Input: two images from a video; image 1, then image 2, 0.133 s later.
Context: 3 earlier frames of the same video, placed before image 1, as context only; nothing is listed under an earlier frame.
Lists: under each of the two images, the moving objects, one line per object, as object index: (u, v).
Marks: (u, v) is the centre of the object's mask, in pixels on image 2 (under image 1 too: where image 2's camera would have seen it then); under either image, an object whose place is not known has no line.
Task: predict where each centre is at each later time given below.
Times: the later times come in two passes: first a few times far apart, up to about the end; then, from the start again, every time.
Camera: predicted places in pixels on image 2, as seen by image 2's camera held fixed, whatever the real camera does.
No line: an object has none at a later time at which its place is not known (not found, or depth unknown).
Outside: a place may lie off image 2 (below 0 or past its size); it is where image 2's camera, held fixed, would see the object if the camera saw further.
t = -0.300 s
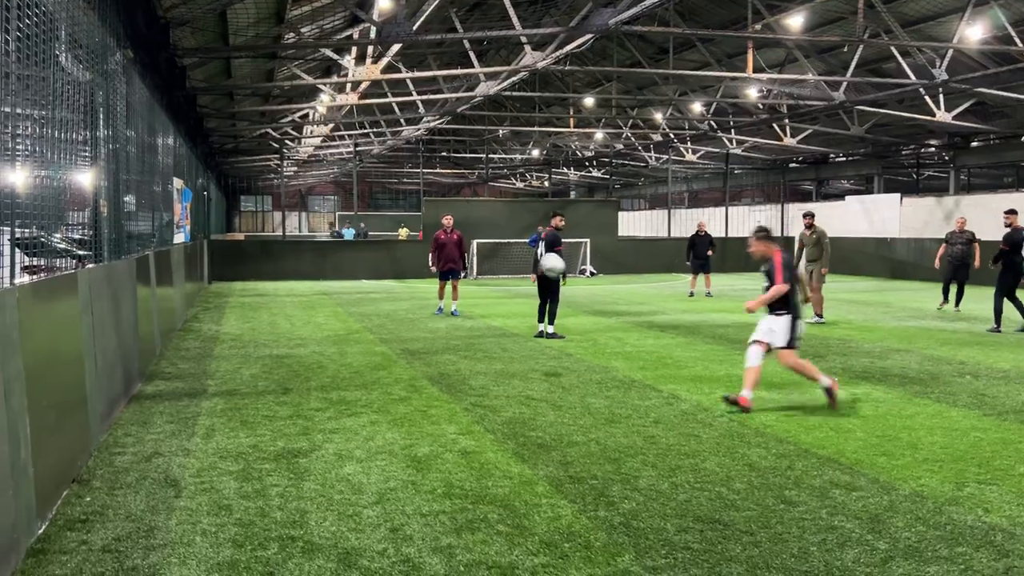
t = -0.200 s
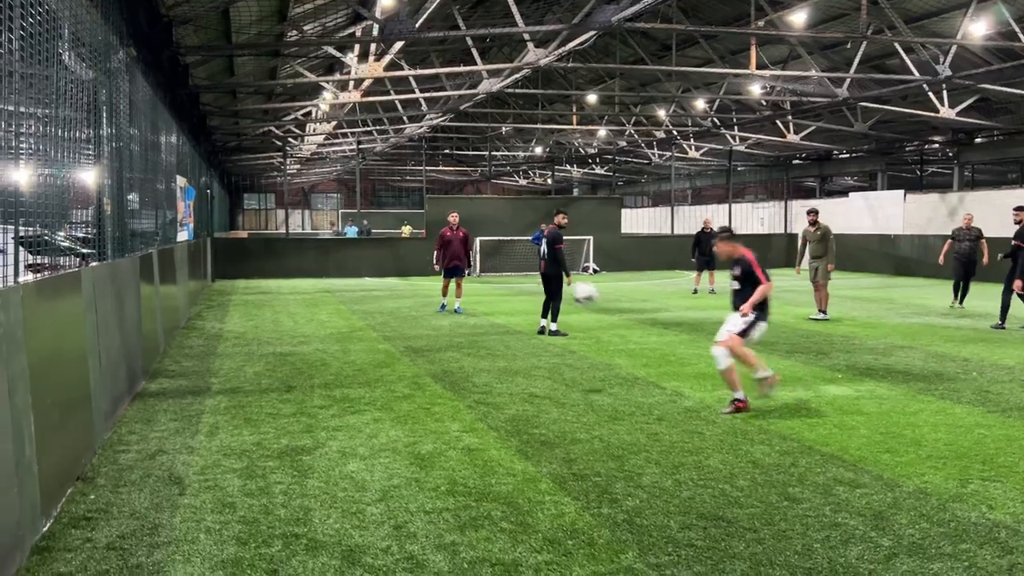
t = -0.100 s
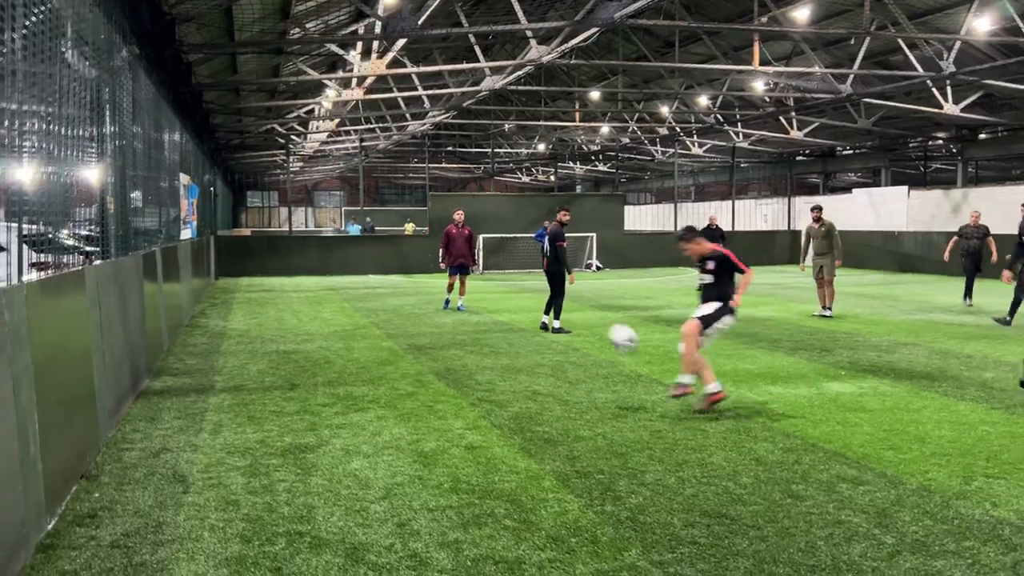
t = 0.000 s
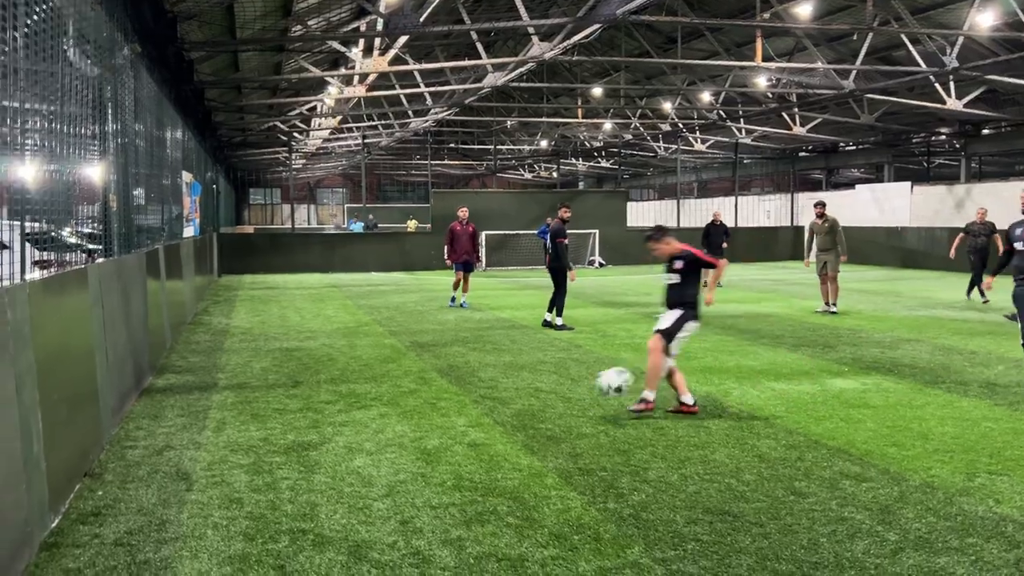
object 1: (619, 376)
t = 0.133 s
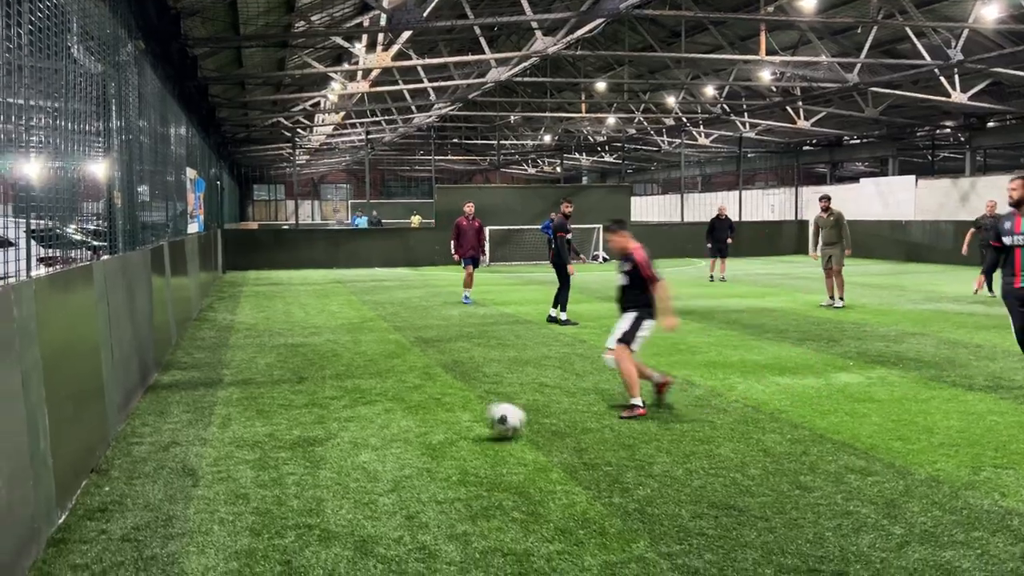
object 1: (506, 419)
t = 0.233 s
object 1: (434, 411)
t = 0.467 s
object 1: (234, 462)
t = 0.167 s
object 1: (482, 414)
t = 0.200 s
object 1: (459, 413)
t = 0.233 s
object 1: (434, 411)
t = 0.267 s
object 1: (407, 412)
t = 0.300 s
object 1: (382, 416)
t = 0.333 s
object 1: (353, 420)
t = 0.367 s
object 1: (325, 427)
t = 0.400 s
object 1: (297, 437)
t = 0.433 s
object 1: (265, 448)
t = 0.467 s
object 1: (234, 462)
